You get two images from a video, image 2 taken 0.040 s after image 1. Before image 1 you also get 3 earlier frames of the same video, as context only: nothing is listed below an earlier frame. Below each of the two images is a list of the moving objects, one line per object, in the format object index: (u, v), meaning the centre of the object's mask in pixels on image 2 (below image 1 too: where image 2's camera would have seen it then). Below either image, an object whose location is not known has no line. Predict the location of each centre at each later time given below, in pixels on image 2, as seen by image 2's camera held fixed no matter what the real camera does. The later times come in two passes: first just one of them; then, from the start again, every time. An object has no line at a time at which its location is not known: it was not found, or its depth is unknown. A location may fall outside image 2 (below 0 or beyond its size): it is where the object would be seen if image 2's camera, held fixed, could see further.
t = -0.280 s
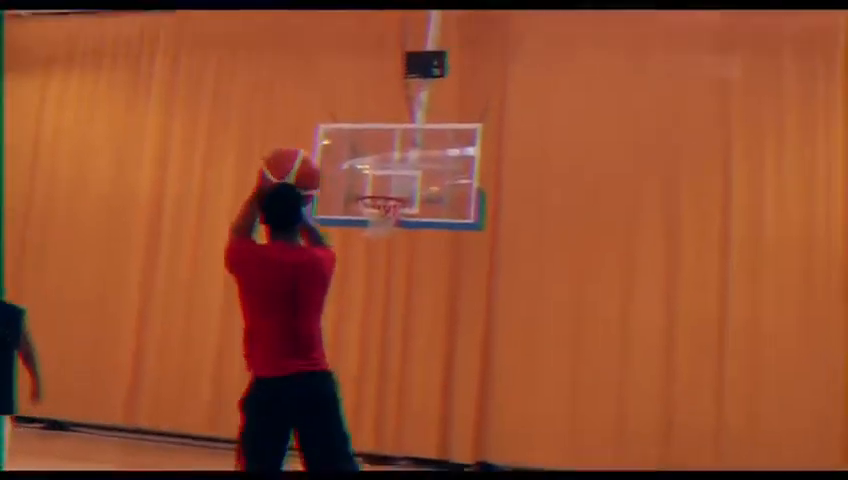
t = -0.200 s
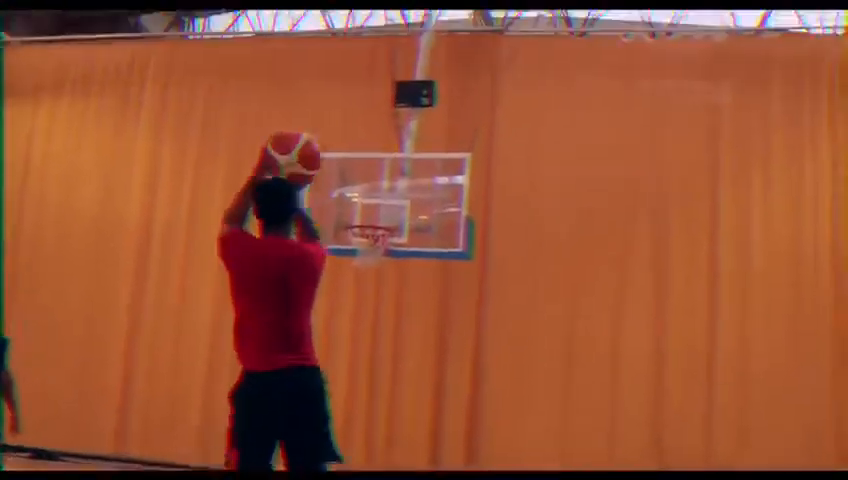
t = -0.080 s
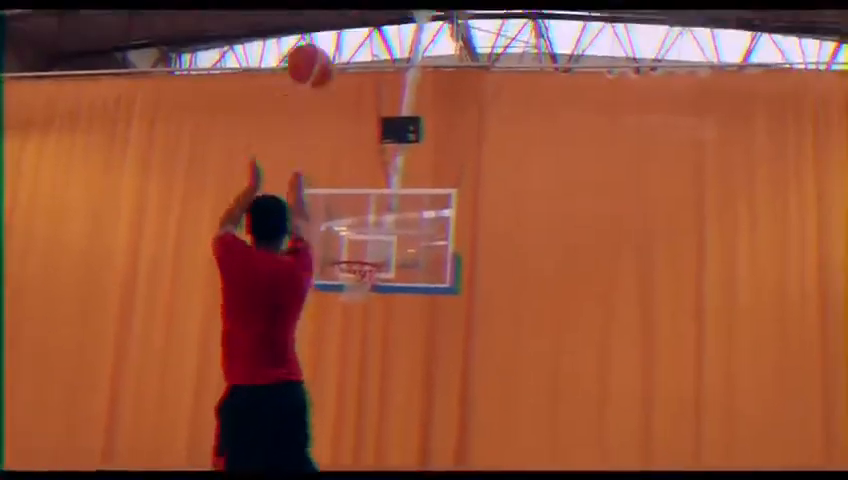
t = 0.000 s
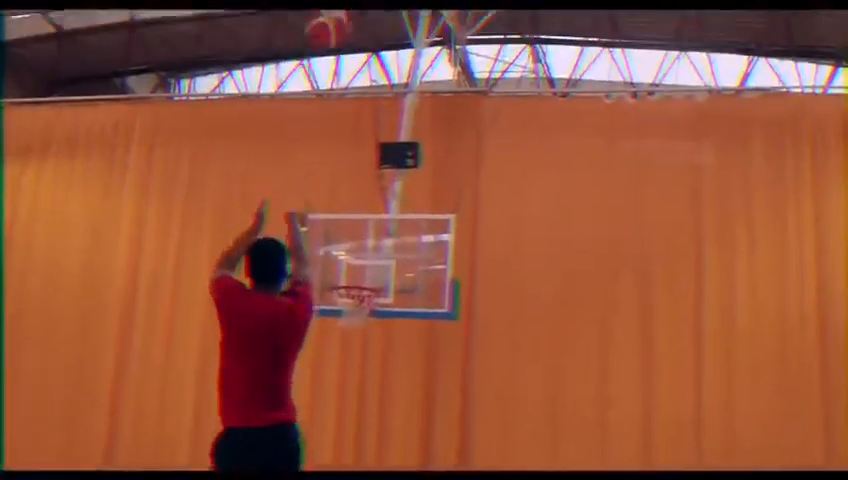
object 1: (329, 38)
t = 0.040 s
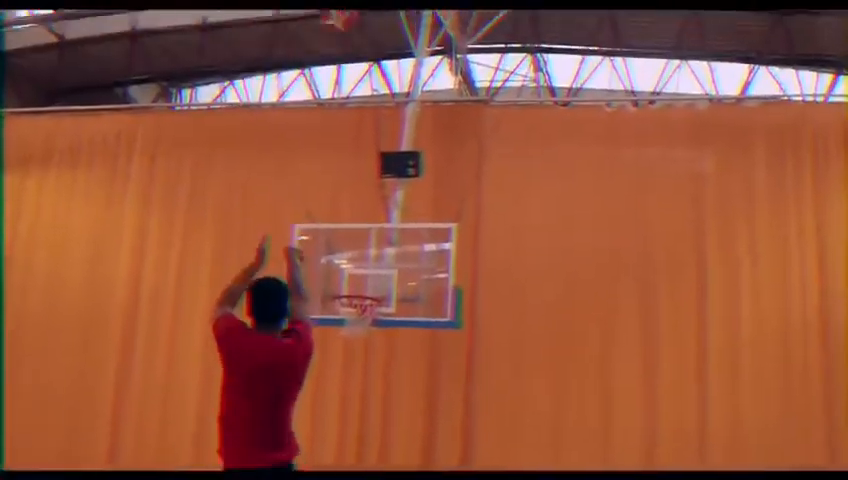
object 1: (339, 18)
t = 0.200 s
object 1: (351, 4)
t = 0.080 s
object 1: (343, 10)
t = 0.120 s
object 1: (345, 5)
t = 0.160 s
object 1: (350, 1)
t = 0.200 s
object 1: (351, 4)
